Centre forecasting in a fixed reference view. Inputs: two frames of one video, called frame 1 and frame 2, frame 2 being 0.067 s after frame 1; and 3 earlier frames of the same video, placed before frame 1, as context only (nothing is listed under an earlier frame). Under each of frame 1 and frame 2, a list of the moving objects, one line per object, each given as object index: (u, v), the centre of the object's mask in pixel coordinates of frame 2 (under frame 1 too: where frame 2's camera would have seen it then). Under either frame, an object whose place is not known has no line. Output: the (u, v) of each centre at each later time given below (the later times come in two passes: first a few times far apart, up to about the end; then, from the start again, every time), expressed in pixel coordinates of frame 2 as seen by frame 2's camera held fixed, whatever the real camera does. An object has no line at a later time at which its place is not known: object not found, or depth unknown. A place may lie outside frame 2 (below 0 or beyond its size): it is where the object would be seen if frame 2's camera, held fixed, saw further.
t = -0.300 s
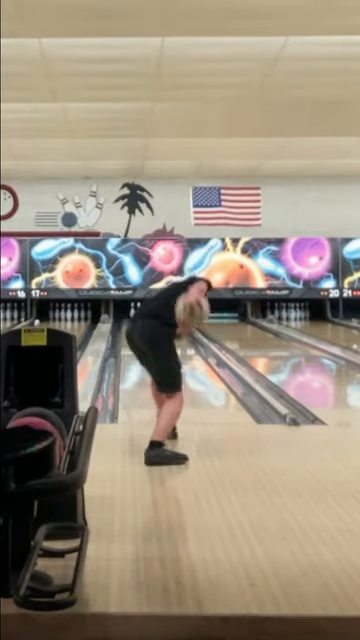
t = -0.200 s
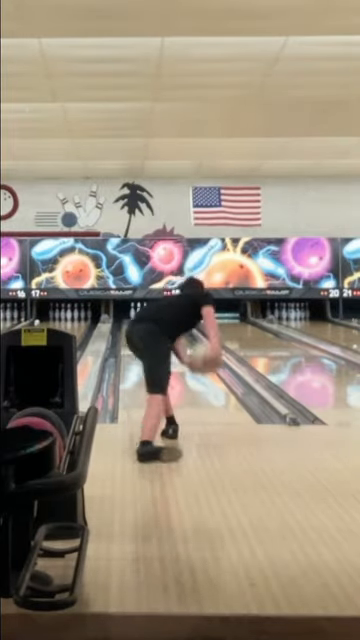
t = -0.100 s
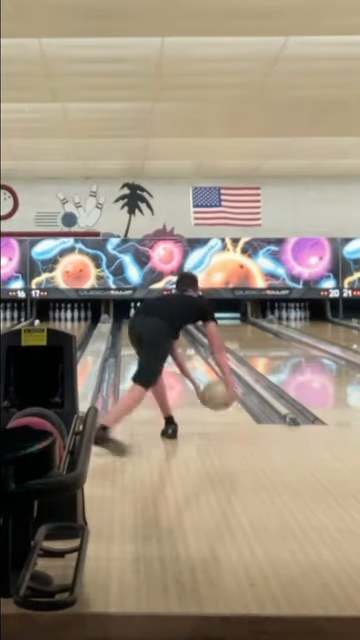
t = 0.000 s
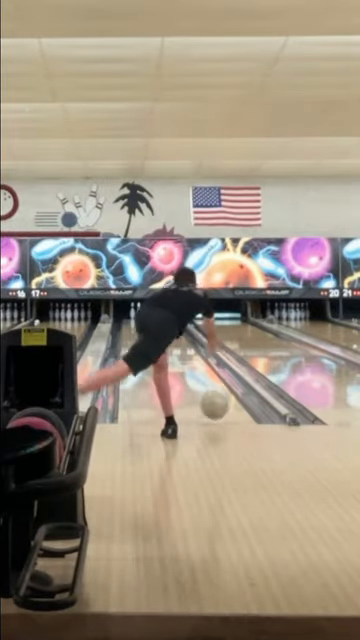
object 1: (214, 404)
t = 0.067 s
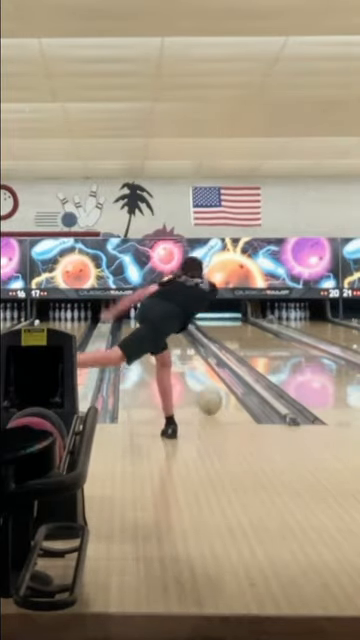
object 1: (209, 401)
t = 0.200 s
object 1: (203, 390)
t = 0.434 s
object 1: (193, 373)
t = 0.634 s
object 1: (187, 361)
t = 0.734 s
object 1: (184, 358)
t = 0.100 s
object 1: (207, 398)
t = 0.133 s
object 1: (206, 395)
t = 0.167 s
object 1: (204, 393)
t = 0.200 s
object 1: (203, 390)
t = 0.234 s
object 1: (201, 387)
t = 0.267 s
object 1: (199, 383)
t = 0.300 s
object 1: (198, 382)
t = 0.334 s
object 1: (198, 379)
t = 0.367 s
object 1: (194, 375)
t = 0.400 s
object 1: (194, 374)
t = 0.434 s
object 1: (193, 373)
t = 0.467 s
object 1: (192, 370)
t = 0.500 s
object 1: (190, 368)
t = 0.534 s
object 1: (189, 367)
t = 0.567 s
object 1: (188, 365)
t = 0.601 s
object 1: (188, 363)
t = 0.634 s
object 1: (187, 361)
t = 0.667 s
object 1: (186, 360)
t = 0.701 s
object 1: (185, 359)
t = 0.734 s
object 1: (184, 358)
